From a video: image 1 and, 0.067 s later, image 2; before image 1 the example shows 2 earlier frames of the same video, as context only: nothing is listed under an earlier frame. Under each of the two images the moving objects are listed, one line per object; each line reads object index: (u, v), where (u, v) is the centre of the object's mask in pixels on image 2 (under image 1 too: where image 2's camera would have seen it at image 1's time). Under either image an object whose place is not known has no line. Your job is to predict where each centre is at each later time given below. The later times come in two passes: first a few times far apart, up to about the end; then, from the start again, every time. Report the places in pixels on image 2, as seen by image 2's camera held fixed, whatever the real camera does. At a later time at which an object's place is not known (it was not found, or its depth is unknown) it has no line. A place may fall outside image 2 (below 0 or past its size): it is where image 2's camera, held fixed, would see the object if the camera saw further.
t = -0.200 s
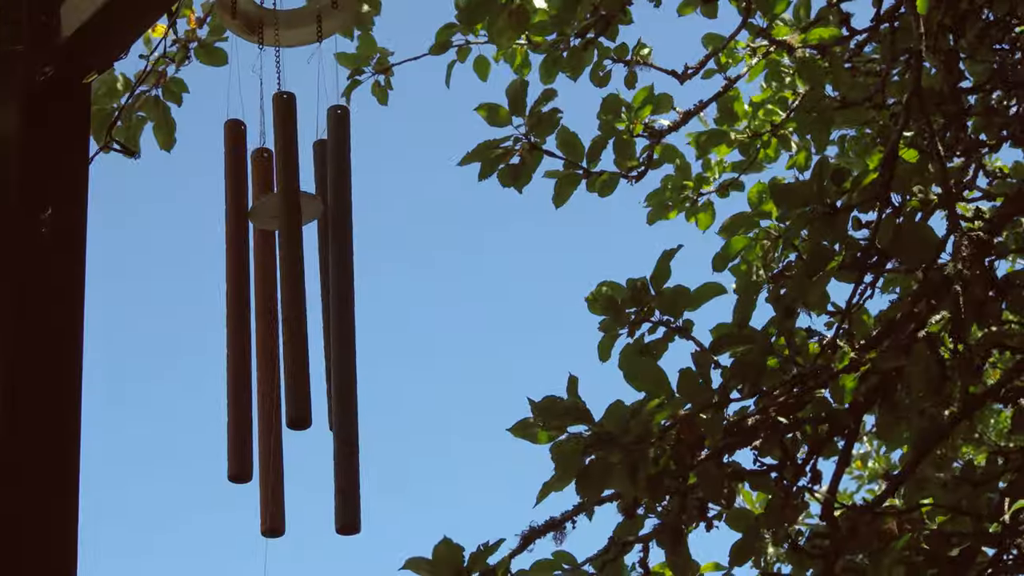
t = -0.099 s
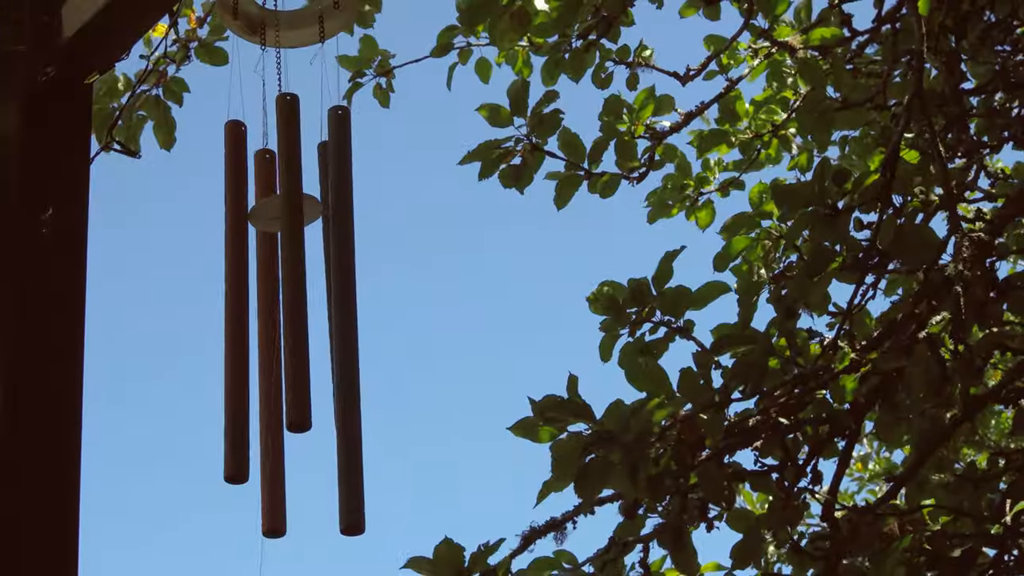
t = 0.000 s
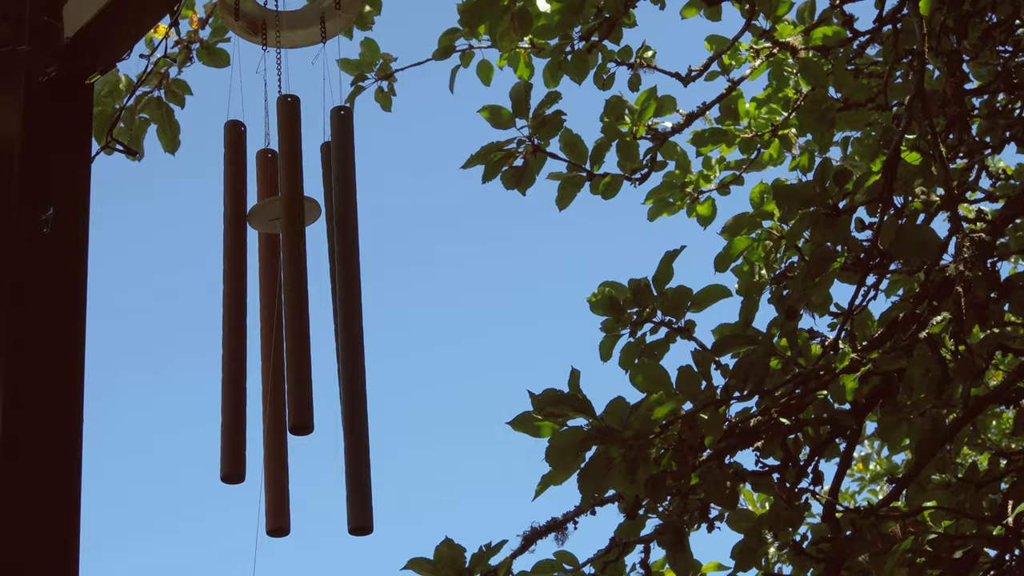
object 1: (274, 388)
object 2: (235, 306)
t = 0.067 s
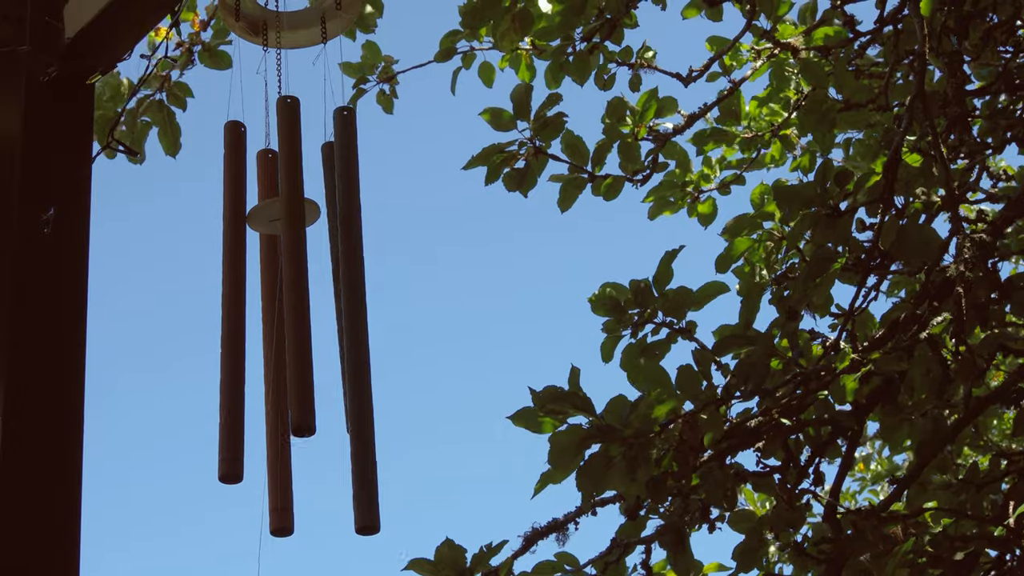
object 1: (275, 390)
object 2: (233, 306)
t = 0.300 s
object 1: (281, 397)
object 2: (234, 307)
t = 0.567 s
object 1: (285, 392)
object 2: (251, 307)
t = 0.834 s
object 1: (285, 387)
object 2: (260, 302)
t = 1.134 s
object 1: (276, 382)
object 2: (247, 301)
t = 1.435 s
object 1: (278, 387)
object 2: (239, 303)
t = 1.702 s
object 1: (283, 394)
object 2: (248, 307)
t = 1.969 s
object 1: (284, 392)
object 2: (253, 308)
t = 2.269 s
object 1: (281, 388)
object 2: (244, 306)
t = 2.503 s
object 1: (279, 389)
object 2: (243, 304)
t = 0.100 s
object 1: (277, 390)
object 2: (232, 307)
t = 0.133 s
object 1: (278, 391)
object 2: (232, 307)
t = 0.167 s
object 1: (278, 391)
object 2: (232, 307)
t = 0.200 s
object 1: (279, 392)
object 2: (232, 307)
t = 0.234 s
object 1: (280, 395)
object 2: (233, 307)
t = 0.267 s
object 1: (281, 395)
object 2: (233, 307)
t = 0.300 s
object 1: (281, 397)
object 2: (234, 307)
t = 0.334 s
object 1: (282, 397)
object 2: (236, 308)
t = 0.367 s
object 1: (283, 398)
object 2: (237, 307)
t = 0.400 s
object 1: (284, 397)
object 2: (239, 308)
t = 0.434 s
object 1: (284, 397)
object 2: (241, 308)
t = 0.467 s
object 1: (285, 395)
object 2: (244, 308)
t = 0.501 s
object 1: (285, 394)
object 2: (246, 308)
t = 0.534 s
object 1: (285, 393)
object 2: (248, 307)
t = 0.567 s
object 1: (285, 392)
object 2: (251, 307)
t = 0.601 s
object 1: (285, 391)
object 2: (253, 307)
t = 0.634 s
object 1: (285, 390)
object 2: (255, 306)
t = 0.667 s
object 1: (285, 387)
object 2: (257, 304)
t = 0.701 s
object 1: (285, 388)
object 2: (258, 304)
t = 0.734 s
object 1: (286, 386)
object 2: (259, 305)
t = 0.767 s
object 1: (286, 386)
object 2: (260, 303)
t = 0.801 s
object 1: (285, 386)
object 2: (260, 303)
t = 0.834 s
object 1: (285, 387)
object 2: (260, 302)
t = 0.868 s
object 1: (284, 387)
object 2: (260, 301)
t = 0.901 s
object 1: (283, 387)
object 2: (259, 301)
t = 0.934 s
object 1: (283, 387)
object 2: (258, 302)
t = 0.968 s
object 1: (281, 387)
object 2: (256, 301)
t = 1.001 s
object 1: (280, 386)
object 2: (255, 302)
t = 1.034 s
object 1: (279, 384)
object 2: (253, 301)
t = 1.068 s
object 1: (278, 383)
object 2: (251, 302)
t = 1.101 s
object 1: (277, 383)
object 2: (249, 302)
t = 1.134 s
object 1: (276, 382)
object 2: (247, 301)
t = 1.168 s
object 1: (276, 382)
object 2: (245, 302)
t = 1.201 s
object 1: (276, 382)
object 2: (243, 302)
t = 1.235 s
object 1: (276, 382)
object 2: (242, 302)
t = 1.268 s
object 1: (276, 383)
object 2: (240, 302)
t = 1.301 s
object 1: (277, 383)
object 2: (239, 302)
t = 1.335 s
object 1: (277, 383)
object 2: (239, 303)
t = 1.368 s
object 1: (277, 385)
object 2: (238, 302)
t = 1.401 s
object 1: (278, 387)
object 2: (238, 303)
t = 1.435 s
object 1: (278, 387)
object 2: (239, 303)
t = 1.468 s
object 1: (279, 389)
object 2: (239, 304)
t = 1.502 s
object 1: (280, 389)
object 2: (240, 304)
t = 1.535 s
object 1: (280, 390)
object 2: (242, 305)
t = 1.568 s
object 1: (281, 391)
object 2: (243, 306)
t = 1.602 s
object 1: (282, 392)
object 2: (245, 306)
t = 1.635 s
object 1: (282, 392)
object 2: (246, 306)
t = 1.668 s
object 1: (283, 393)
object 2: (247, 307)
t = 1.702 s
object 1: (283, 394)
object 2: (248, 307)
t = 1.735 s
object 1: (283, 394)
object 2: (249, 307)
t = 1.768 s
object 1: (284, 393)
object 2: (251, 308)
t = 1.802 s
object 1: (284, 393)
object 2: (251, 308)
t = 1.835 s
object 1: (284, 393)
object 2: (252, 308)
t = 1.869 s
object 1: (284, 393)
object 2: (253, 308)
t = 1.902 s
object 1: (284, 393)
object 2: (253, 308)
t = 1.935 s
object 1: (284, 392)
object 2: (253, 308)
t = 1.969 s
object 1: (284, 392)
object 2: (253, 308)
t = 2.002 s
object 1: (284, 391)
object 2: (252, 308)
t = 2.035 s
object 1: (283, 391)
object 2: (251, 308)
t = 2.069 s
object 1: (283, 390)
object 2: (250, 308)
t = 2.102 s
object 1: (283, 390)
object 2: (250, 308)
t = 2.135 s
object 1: (283, 390)
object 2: (249, 307)
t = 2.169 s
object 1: (282, 388)
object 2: (247, 307)
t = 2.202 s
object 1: (282, 388)
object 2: (246, 307)
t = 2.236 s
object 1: (282, 388)
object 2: (245, 306)
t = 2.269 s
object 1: (281, 388)
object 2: (244, 306)
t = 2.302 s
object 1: (281, 388)
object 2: (244, 306)
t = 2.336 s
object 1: (281, 388)
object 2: (243, 305)
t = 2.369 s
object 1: (280, 388)
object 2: (243, 305)
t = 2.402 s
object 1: (280, 388)
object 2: (242, 305)
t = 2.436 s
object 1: (280, 388)
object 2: (243, 304)
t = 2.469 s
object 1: (280, 388)
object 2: (243, 304)
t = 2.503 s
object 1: (279, 389)
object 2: (243, 304)
